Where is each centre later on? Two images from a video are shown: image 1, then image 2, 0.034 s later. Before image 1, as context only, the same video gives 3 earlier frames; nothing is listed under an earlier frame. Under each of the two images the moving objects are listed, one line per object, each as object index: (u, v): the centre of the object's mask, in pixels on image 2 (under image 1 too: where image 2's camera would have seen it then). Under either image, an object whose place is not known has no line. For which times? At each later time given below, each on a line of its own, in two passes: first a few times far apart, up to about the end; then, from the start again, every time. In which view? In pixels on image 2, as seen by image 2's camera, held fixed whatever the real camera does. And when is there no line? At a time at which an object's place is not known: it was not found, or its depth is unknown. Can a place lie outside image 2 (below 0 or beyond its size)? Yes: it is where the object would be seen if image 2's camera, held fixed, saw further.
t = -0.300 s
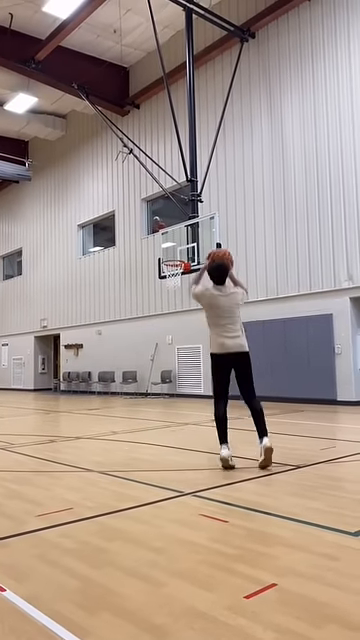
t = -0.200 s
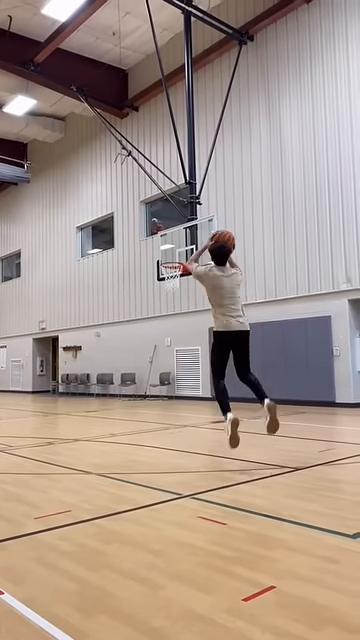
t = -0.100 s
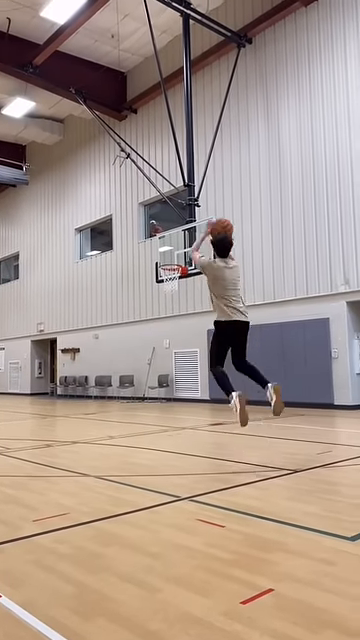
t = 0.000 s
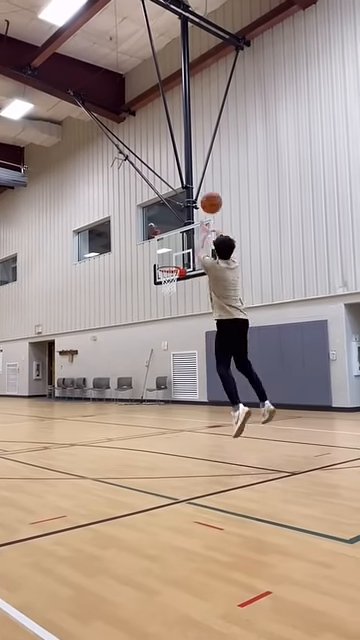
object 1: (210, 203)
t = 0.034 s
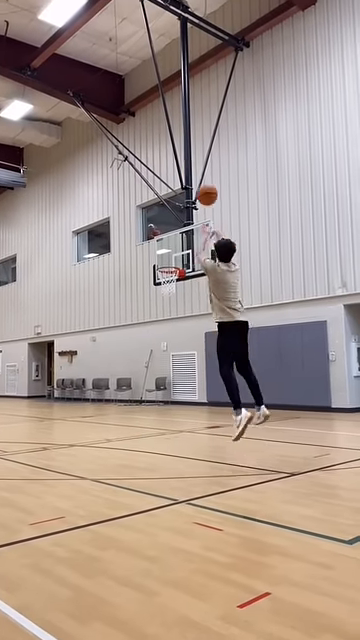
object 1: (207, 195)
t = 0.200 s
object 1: (193, 171)
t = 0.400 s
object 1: (182, 172)
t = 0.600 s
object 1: (174, 194)
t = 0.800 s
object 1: (168, 231)
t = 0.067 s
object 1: (204, 188)
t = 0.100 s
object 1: (201, 182)
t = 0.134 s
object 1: (198, 177)
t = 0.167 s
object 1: (195, 174)
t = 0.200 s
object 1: (193, 171)
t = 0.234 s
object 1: (191, 170)
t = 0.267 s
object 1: (189, 168)
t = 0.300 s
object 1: (187, 169)
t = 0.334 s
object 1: (185, 169)
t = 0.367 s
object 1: (183, 170)
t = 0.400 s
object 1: (182, 172)
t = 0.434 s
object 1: (181, 175)
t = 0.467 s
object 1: (178, 177)
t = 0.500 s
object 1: (178, 181)
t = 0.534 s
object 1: (176, 185)
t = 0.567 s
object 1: (175, 189)
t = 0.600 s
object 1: (174, 194)
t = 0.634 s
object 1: (173, 200)
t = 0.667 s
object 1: (172, 205)
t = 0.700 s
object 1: (171, 212)
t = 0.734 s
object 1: (170, 218)
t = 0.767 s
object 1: (169, 224)
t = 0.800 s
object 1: (168, 231)
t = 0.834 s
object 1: (168, 238)
